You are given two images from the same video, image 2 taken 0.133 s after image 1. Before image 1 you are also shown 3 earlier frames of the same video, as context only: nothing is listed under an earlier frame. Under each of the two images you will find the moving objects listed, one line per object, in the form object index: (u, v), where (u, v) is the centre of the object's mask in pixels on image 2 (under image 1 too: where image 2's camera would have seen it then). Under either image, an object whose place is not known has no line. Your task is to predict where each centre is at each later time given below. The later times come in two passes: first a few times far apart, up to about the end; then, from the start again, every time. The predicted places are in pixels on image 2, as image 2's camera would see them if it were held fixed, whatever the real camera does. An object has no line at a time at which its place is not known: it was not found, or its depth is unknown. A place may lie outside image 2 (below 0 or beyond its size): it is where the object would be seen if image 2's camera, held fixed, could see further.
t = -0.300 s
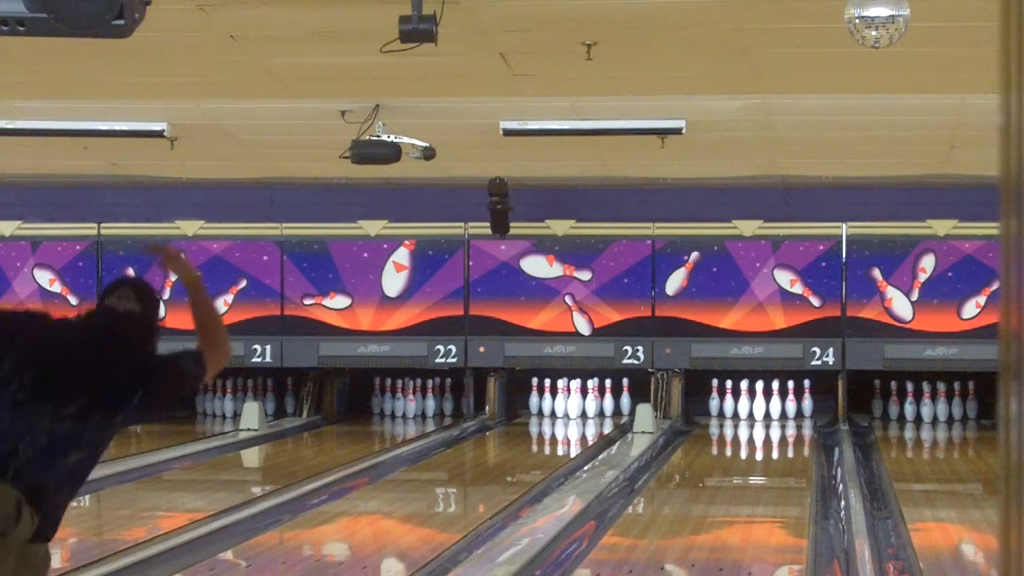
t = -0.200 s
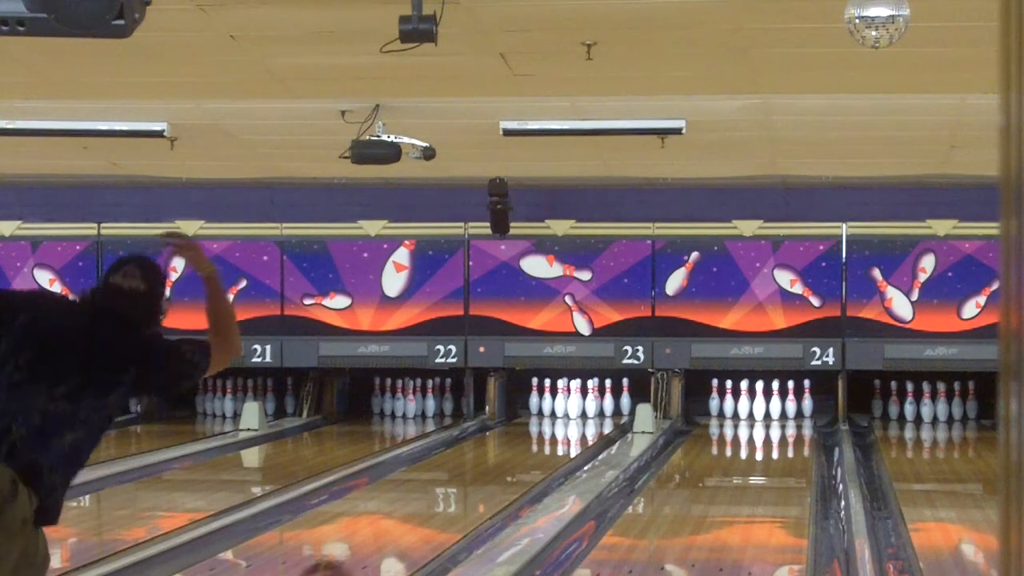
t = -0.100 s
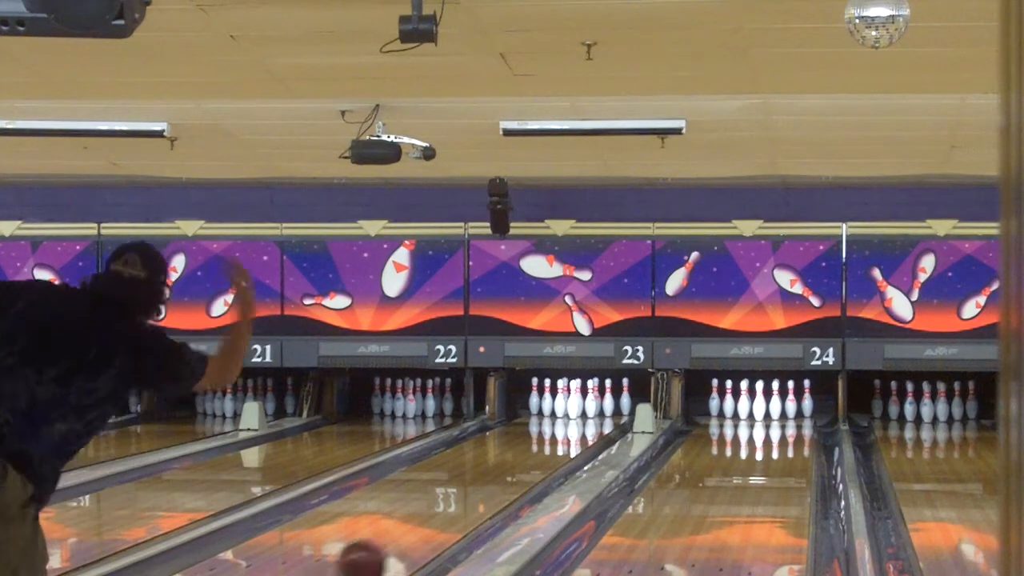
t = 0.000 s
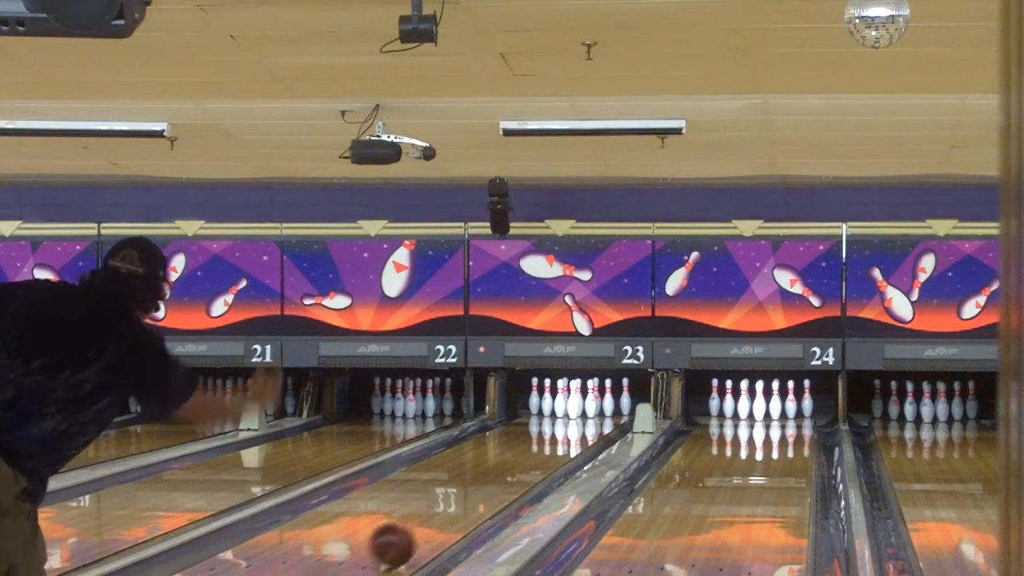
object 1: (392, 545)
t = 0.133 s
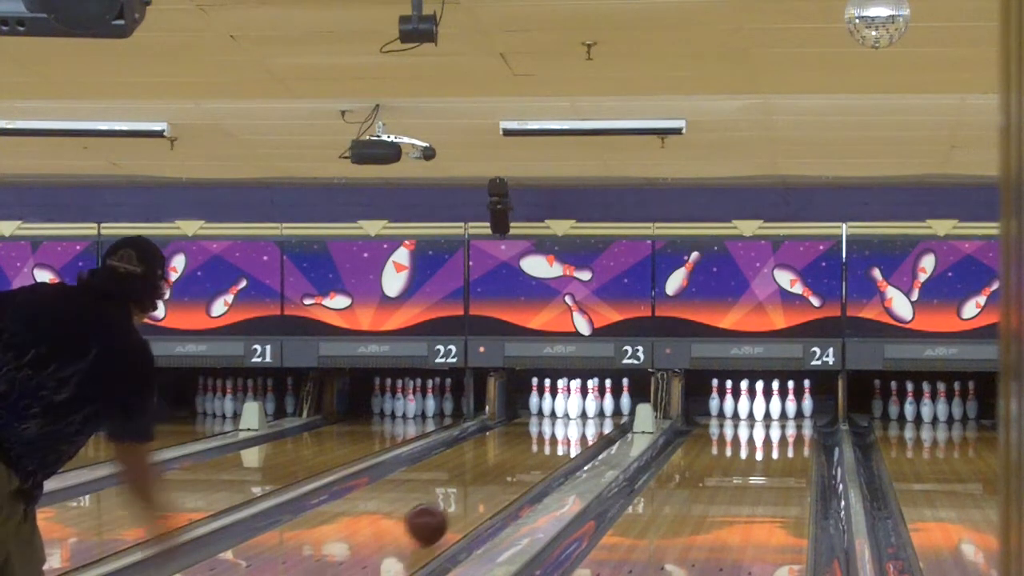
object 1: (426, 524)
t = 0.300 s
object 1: (461, 502)
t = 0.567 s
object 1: (504, 475)
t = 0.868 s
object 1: (537, 452)
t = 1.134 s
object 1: (559, 436)
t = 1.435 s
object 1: (576, 422)
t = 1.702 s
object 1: (585, 412)
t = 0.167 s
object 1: (435, 518)
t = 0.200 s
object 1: (441, 514)
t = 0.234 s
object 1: (448, 510)
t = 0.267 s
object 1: (455, 505)
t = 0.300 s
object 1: (461, 502)
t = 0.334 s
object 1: (468, 498)
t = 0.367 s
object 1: (474, 494)
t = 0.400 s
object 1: (479, 491)
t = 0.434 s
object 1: (485, 488)
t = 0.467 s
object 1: (490, 484)
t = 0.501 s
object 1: (495, 481)
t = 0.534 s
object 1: (500, 478)
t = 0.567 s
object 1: (504, 475)
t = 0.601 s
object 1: (508, 472)
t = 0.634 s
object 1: (512, 469)
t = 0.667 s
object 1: (516, 467)
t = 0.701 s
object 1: (520, 464)
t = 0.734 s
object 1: (524, 461)
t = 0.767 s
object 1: (528, 458)
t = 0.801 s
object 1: (531, 456)
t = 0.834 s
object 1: (534, 454)
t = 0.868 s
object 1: (537, 452)
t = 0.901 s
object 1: (540, 450)
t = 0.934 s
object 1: (544, 447)
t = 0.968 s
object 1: (546, 446)
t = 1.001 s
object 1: (549, 444)
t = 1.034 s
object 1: (552, 442)
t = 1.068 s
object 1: (555, 440)
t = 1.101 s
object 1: (557, 438)
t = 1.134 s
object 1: (559, 436)
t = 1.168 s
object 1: (561, 435)
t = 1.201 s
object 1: (564, 432)
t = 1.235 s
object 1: (565, 431)
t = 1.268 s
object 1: (568, 429)
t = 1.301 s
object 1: (570, 428)
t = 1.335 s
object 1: (571, 426)
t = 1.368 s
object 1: (572, 425)
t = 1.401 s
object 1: (574, 423)
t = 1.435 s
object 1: (576, 422)
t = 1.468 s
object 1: (577, 420)
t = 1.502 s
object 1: (578, 419)
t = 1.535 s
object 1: (579, 418)
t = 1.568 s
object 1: (581, 417)
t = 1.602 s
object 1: (582, 415)
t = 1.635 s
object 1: (583, 414)
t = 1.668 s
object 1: (584, 413)
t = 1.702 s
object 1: (585, 412)
